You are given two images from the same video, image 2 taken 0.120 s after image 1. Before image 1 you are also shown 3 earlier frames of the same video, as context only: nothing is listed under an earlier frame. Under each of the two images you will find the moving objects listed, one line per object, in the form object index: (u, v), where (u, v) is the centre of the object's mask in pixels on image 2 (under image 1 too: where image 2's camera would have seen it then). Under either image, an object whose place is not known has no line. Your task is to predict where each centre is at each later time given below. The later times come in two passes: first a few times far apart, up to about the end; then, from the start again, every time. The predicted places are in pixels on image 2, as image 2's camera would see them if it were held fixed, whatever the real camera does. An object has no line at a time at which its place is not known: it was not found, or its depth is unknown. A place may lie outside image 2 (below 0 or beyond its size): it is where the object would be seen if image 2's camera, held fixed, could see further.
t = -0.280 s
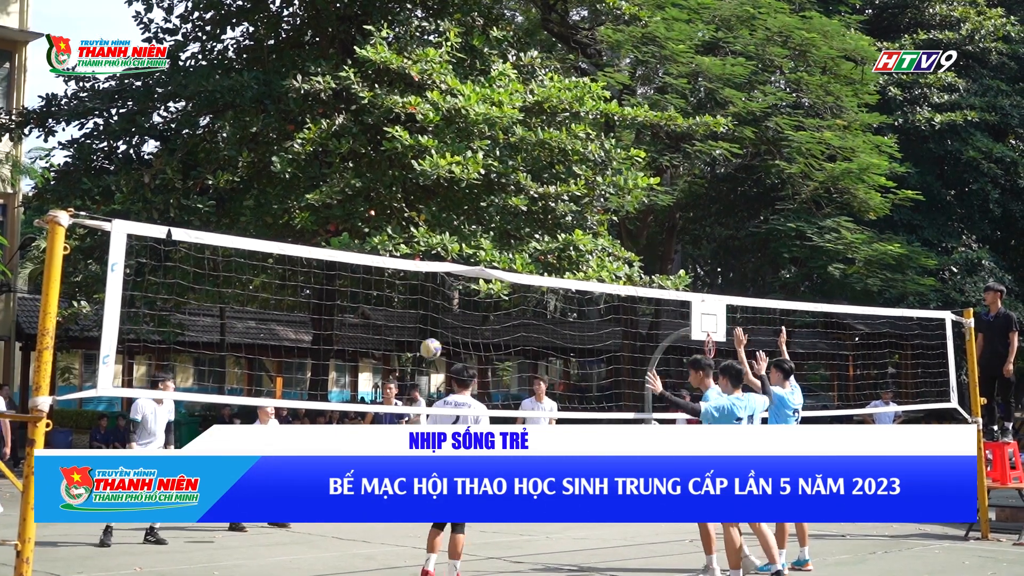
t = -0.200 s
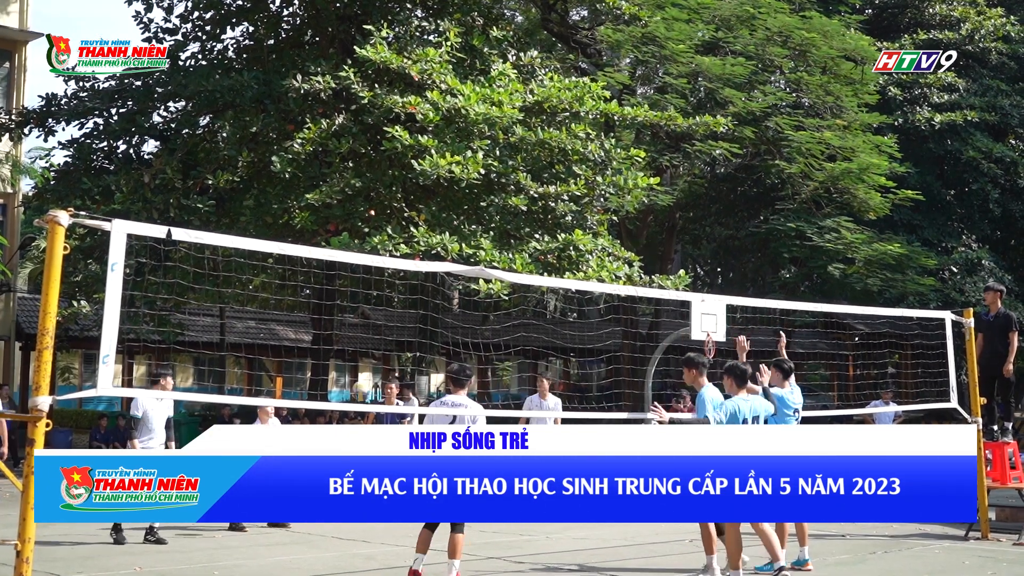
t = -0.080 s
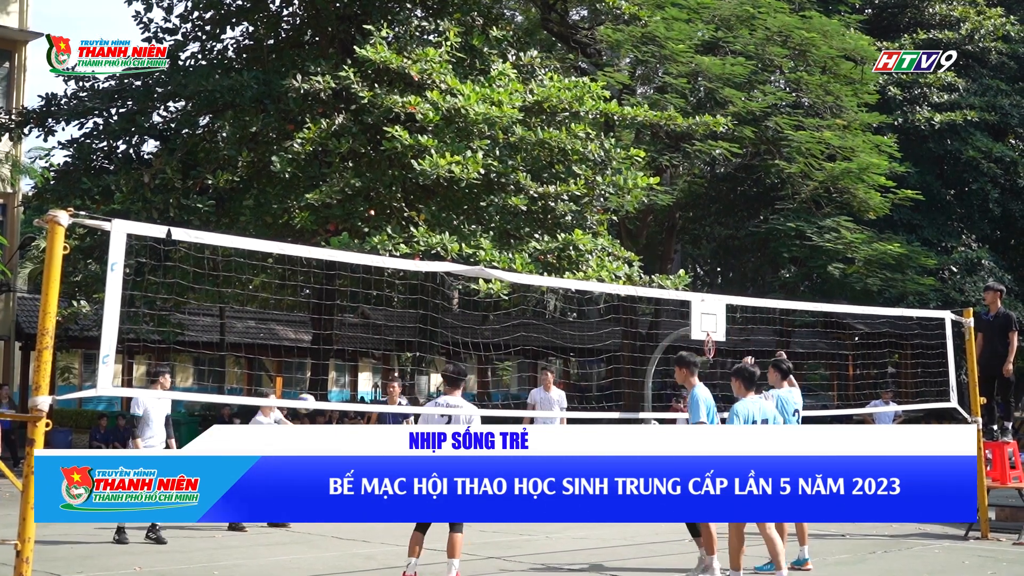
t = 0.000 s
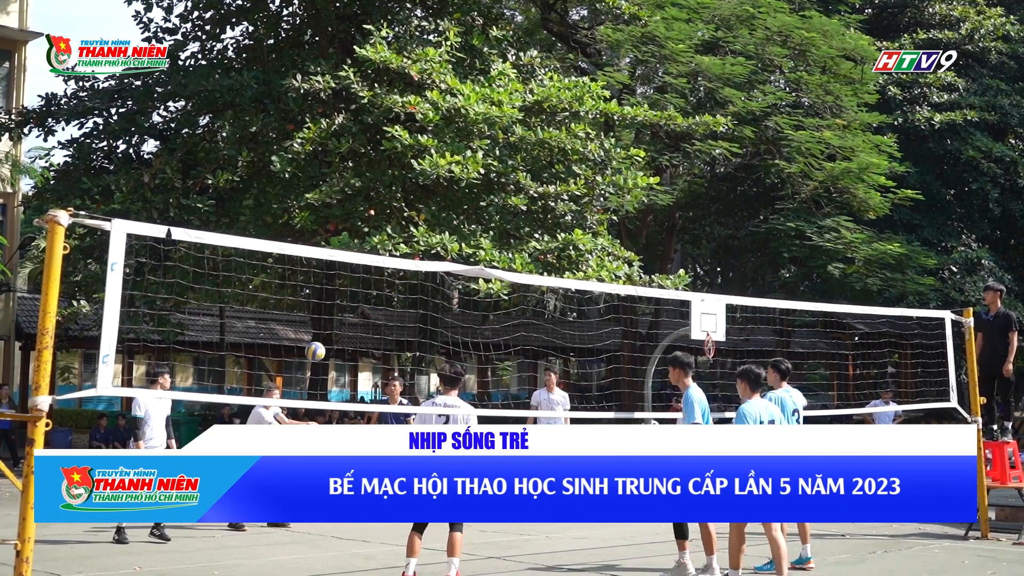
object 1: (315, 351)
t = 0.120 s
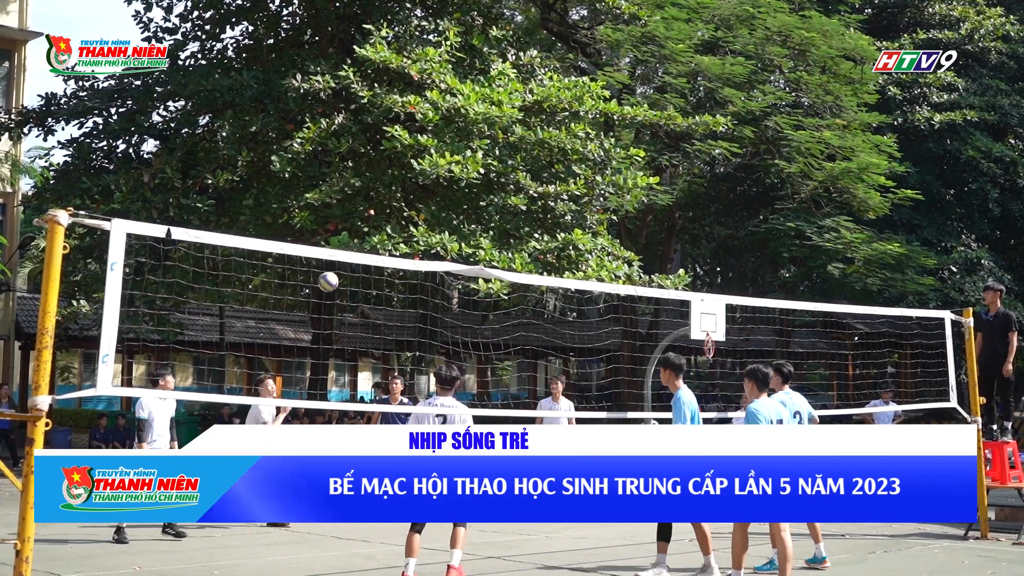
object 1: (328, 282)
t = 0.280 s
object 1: (345, 208)
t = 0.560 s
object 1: (372, 129)
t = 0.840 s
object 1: (397, 121)
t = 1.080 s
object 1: (420, 182)
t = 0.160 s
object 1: (332, 266)
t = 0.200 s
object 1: (337, 241)
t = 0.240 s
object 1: (341, 224)
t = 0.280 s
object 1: (345, 208)
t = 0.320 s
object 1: (349, 192)
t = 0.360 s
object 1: (353, 179)
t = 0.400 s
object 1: (357, 166)
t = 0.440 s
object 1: (360, 154)
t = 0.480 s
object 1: (364, 144)
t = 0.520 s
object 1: (368, 136)
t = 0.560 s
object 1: (372, 129)
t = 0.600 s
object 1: (375, 123)
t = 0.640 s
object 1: (379, 119)
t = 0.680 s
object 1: (382, 116)
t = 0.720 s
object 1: (386, 115)
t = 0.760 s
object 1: (390, 115)
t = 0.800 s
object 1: (394, 117)
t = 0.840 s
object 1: (397, 121)
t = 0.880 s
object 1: (401, 127)
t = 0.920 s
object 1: (405, 134)
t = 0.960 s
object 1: (409, 142)
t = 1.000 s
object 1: (412, 154)
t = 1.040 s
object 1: (415, 166)
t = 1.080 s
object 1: (420, 182)
